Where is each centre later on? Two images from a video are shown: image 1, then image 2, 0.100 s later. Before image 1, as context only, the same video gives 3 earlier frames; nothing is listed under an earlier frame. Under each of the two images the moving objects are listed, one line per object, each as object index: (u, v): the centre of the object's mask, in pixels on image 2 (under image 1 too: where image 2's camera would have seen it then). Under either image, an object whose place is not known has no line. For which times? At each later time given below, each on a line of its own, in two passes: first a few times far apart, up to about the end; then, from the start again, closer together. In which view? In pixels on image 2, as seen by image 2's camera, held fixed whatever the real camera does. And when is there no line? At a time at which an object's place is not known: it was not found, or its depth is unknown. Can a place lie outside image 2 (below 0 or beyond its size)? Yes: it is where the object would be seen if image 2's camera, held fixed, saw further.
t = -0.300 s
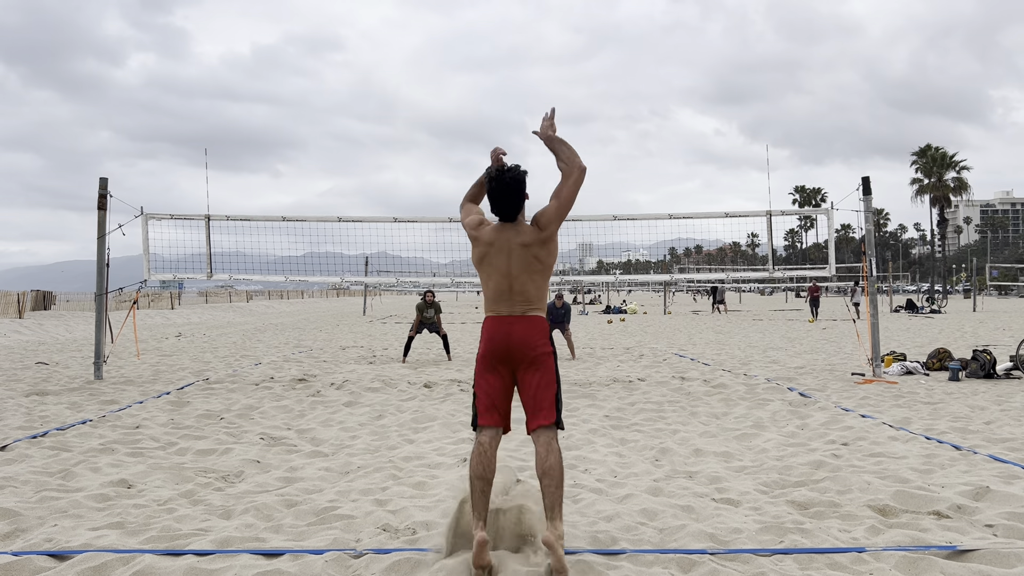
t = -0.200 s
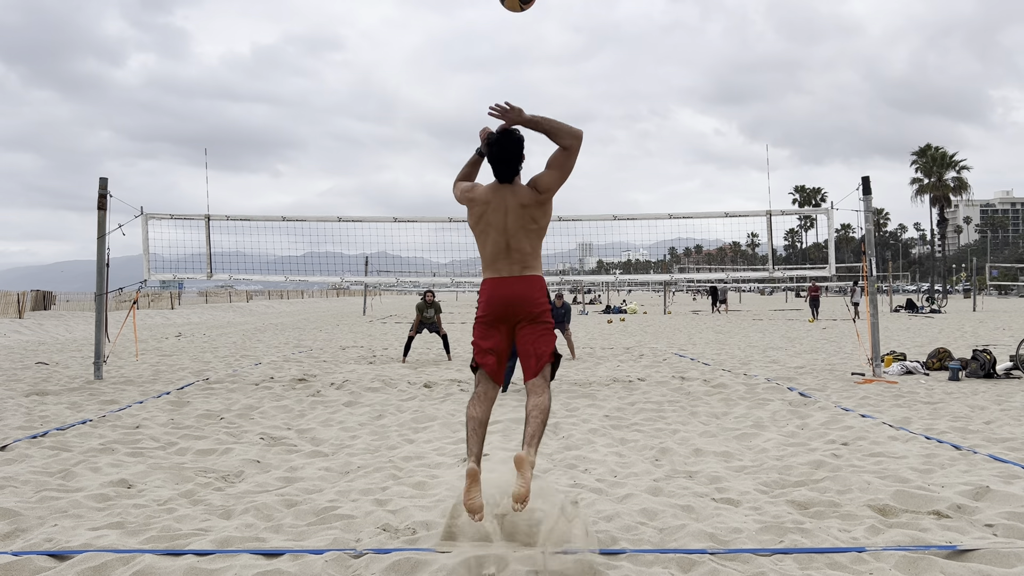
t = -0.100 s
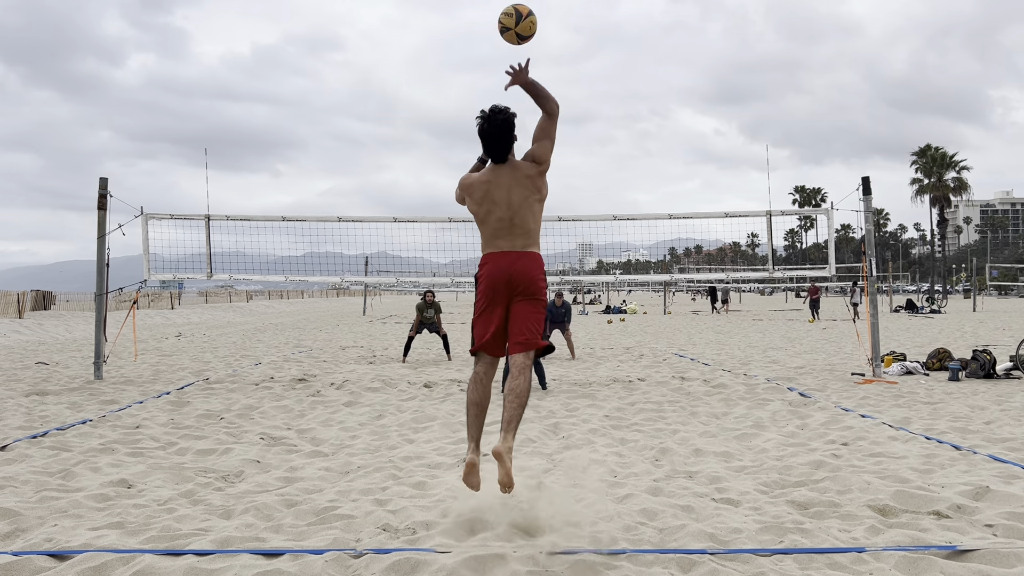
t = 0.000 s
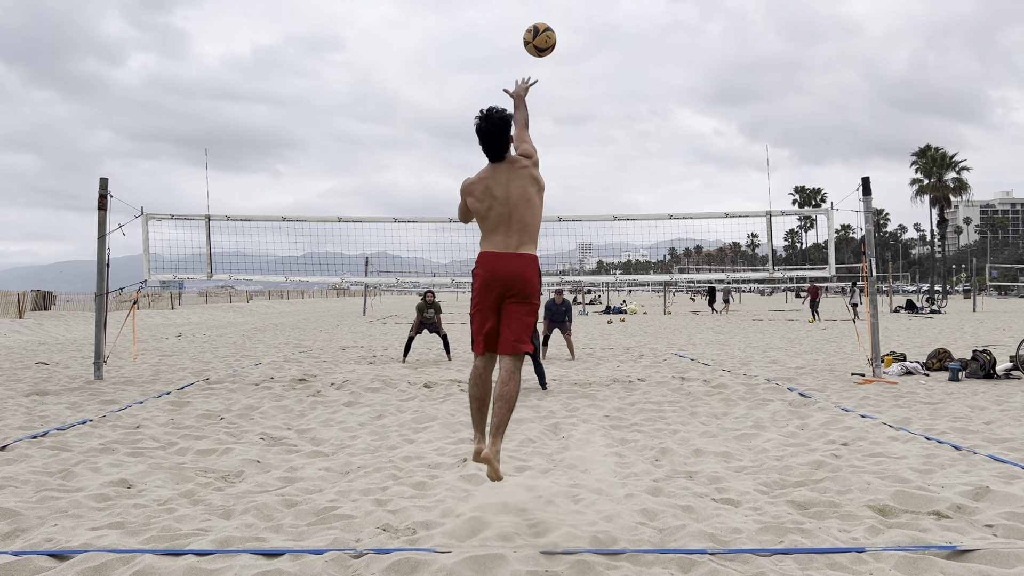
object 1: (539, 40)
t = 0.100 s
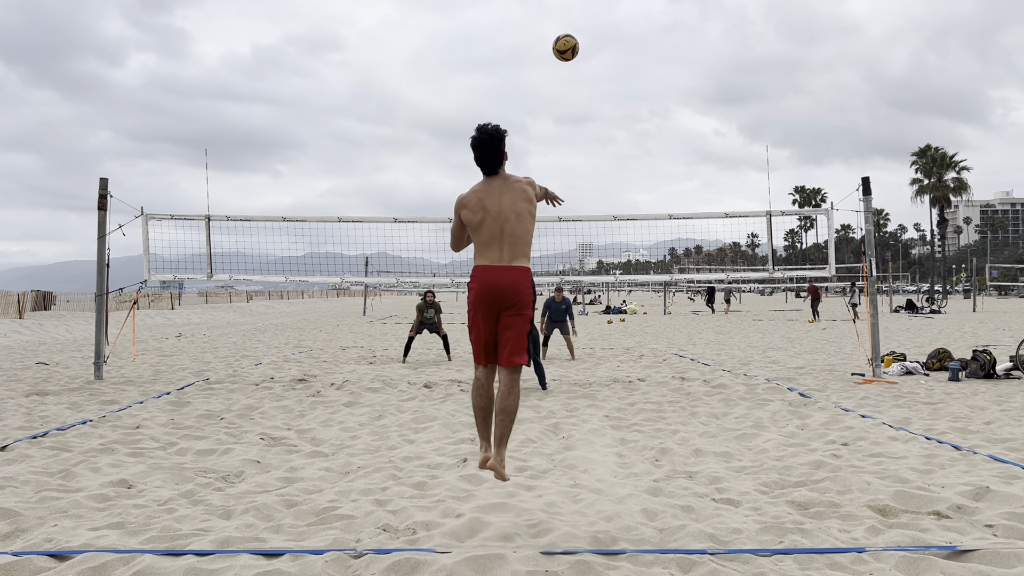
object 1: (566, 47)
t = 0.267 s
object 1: (593, 75)
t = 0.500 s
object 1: (618, 128)
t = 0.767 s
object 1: (636, 200)
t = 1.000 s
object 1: (647, 268)
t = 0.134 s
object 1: (572, 52)
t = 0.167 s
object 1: (579, 57)
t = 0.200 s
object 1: (584, 62)
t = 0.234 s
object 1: (589, 68)
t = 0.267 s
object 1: (593, 75)
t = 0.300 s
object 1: (597, 81)
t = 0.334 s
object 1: (601, 88)
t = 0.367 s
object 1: (605, 96)
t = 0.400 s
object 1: (609, 104)
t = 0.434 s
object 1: (612, 112)
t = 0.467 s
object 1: (615, 120)
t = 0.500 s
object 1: (618, 128)
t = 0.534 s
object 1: (621, 137)
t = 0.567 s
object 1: (624, 145)
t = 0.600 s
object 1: (626, 154)
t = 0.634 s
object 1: (628, 163)
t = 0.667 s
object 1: (630, 172)
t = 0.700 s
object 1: (633, 181)
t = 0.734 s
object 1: (634, 190)
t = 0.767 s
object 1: (636, 200)
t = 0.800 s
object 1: (638, 209)
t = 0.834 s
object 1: (639, 222)
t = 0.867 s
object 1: (641, 229)
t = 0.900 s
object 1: (643, 238)
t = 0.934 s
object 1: (644, 248)
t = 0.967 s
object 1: (645, 258)
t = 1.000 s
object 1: (647, 268)
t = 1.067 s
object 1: (649, 288)
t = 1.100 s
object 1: (650, 299)
